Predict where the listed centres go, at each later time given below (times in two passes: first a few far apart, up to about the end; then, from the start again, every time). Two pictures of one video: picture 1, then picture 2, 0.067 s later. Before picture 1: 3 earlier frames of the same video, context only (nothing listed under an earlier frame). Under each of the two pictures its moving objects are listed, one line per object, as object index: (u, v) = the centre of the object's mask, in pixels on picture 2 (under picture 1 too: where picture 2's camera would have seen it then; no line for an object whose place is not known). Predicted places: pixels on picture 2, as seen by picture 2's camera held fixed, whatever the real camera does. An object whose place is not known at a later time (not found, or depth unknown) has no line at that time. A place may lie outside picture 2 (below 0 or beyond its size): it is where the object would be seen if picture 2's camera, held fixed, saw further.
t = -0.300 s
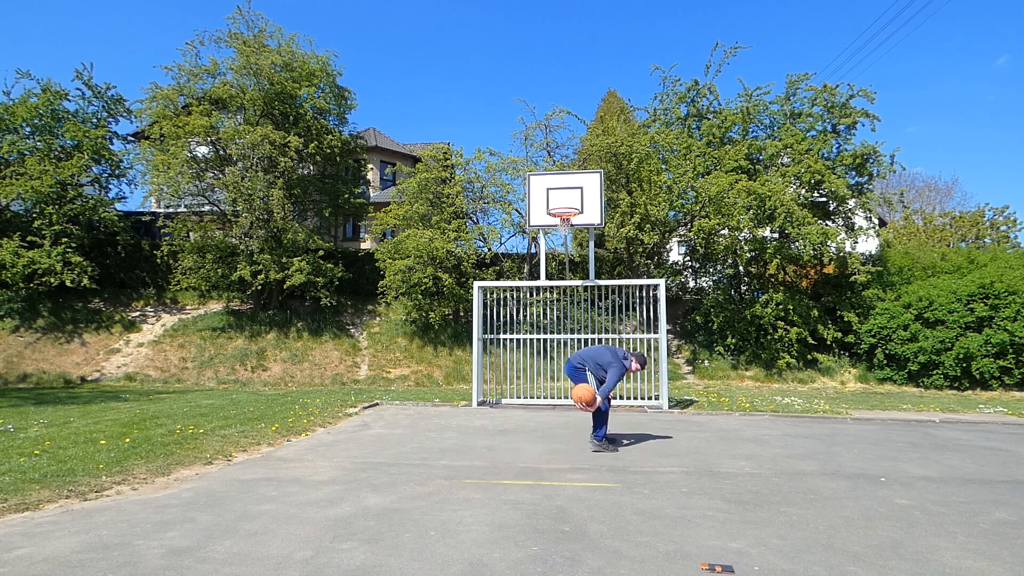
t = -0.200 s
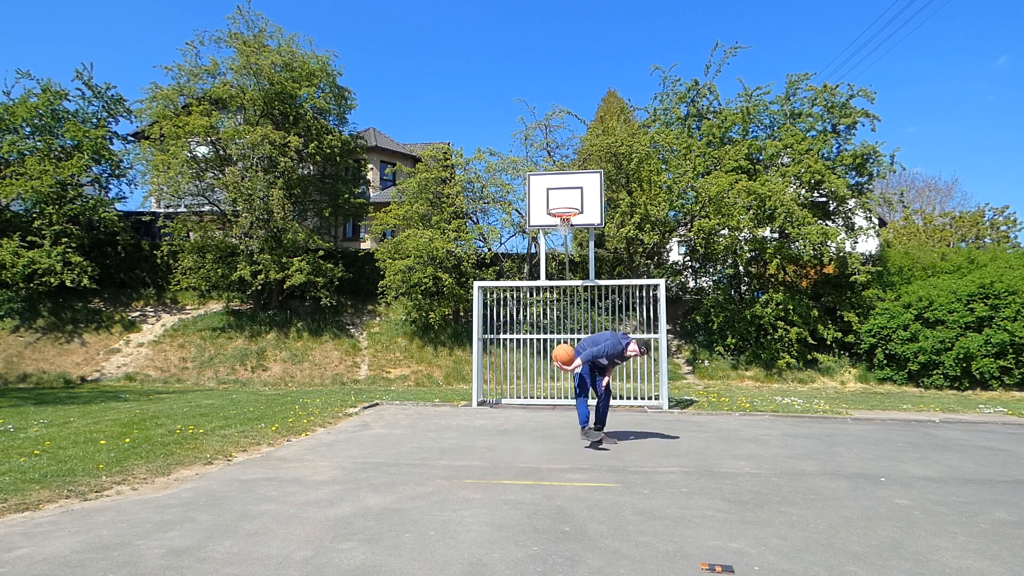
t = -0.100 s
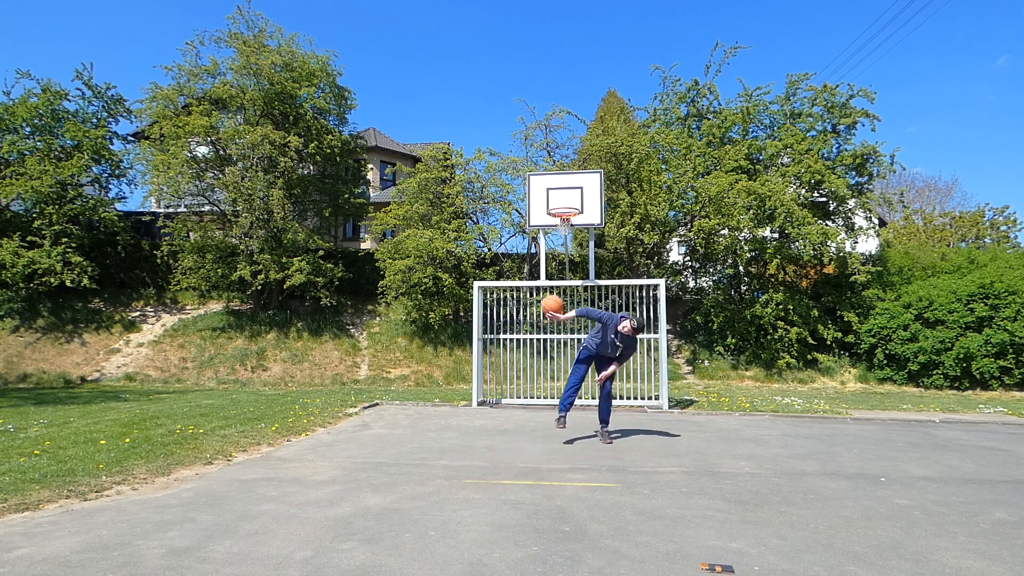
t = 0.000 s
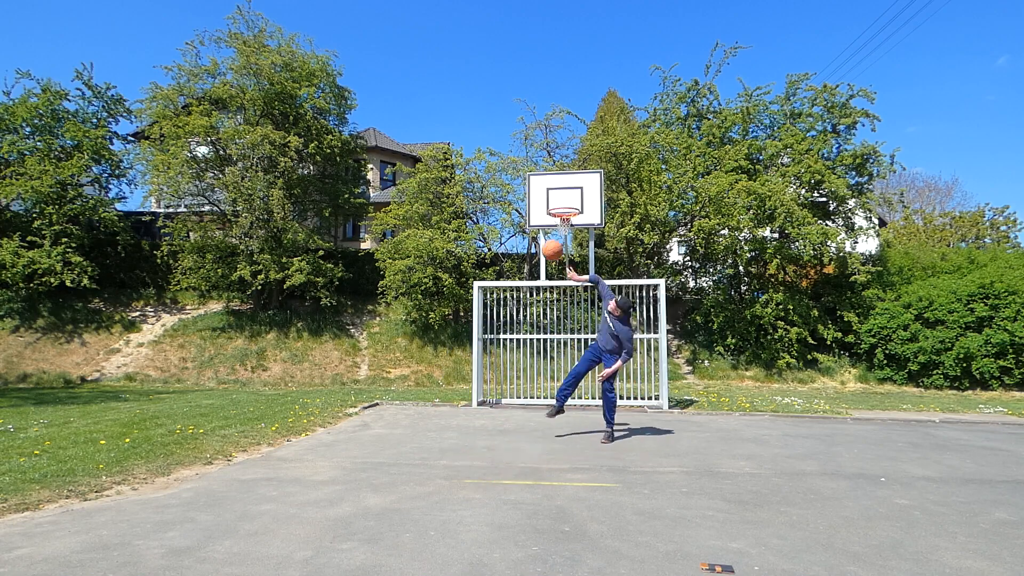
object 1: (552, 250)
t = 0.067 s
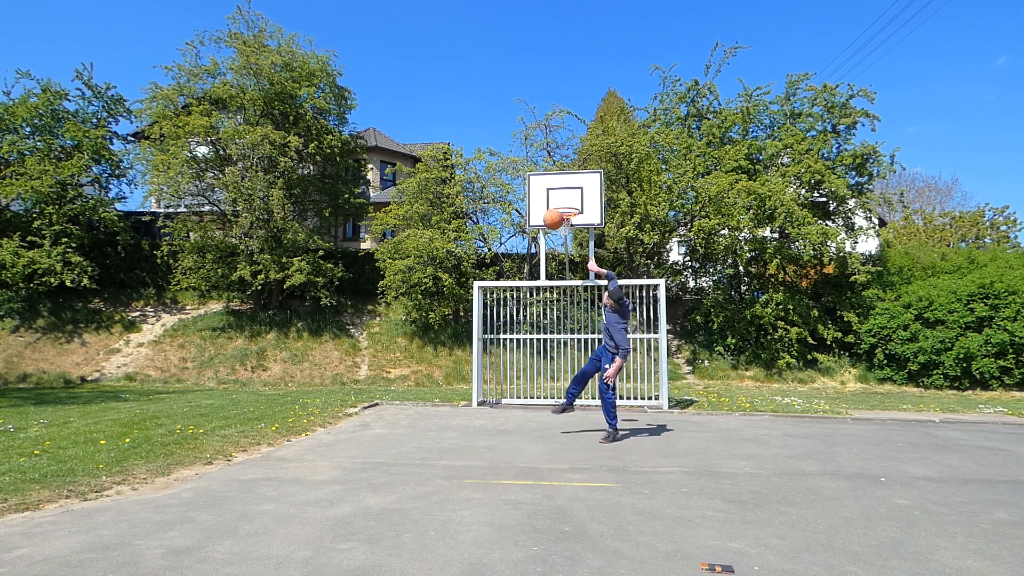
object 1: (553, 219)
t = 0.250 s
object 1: (555, 160)
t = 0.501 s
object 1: (558, 129)
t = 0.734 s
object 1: (560, 141)
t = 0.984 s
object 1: (562, 192)
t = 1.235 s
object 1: (571, 207)
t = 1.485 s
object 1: (558, 203)
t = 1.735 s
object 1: (564, 220)
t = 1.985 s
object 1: (562, 221)
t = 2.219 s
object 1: (562, 225)
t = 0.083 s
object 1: (553, 212)
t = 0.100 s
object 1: (553, 206)
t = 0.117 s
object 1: (554, 199)
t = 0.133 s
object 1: (554, 194)
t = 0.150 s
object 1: (554, 188)
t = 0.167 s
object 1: (554, 182)
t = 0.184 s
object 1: (555, 177)
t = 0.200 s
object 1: (555, 172)
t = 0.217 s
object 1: (555, 168)
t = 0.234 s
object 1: (555, 163)
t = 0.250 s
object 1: (555, 160)
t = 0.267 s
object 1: (555, 156)
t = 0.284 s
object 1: (556, 153)
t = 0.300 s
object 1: (556, 149)
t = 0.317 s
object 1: (556, 146)
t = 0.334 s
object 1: (556, 144)
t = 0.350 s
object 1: (556, 141)
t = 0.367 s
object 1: (556, 139)
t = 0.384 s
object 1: (557, 137)
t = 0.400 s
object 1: (557, 135)
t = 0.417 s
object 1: (557, 134)
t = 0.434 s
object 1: (557, 132)
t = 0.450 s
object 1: (557, 131)
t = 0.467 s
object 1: (557, 130)
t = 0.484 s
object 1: (558, 129)
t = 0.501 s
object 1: (558, 129)
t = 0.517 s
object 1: (558, 128)
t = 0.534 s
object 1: (558, 128)
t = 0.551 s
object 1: (558, 128)
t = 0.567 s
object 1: (558, 129)
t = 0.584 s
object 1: (558, 129)
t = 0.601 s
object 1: (558, 130)
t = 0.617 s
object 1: (559, 131)
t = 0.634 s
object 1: (559, 132)
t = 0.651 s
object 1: (559, 133)
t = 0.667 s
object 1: (559, 134)
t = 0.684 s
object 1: (559, 136)
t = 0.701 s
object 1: (559, 137)
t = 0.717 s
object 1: (559, 139)
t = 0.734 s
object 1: (560, 141)
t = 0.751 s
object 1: (560, 143)
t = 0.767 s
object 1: (560, 146)
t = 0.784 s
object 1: (560, 148)
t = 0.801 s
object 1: (561, 151)
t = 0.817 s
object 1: (561, 154)
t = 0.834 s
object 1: (561, 157)
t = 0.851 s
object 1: (561, 160)
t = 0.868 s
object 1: (561, 163)
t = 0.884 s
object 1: (561, 167)
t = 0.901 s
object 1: (561, 170)
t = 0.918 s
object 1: (561, 175)
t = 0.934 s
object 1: (561, 179)
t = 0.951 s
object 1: (561, 183)
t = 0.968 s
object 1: (562, 187)
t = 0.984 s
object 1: (562, 192)
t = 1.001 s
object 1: (562, 196)
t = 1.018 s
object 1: (562, 201)
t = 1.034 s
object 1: (562, 202)
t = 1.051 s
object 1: (561, 202)
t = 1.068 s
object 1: (561, 203)
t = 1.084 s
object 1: (560, 206)
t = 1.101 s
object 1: (559, 207)
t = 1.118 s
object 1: (559, 210)
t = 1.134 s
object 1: (559, 211)
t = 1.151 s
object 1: (561, 209)
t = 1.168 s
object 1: (563, 209)
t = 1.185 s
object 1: (565, 208)
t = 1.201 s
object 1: (567, 207)
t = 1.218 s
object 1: (569, 207)
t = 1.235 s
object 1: (571, 207)
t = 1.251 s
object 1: (571, 206)
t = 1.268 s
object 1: (570, 205)
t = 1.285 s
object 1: (570, 204)
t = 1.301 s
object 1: (568, 202)
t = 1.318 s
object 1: (567, 202)
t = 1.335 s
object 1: (566, 201)
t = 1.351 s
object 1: (565, 201)
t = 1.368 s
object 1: (564, 201)
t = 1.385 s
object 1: (563, 201)
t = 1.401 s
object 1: (562, 201)
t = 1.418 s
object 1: (561, 201)
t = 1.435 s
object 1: (560, 202)
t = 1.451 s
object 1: (559, 202)
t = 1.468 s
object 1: (558, 203)
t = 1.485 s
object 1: (558, 203)
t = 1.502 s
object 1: (558, 203)
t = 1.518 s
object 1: (558, 203)
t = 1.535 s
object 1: (558, 203)
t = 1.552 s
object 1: (558, 204)
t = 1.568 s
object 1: (558, 209)
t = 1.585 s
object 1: (558, 210)
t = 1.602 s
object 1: (558, 211)
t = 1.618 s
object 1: (558, 213)
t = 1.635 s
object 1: (559, 214)
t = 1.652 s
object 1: (560, 215)
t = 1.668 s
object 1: (561, 216)
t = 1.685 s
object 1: (562, 217)
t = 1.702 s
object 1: (562, 217)
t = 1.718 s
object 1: (563, 219)
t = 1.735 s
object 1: (564, 220)
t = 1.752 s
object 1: (565, 221)
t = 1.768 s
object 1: (567, 221)
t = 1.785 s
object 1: (567, 221)
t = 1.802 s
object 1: (567, 221)
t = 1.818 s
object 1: (568, 220)
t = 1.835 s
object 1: (567, 222)
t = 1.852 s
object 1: (567, 223)
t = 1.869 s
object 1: (567, 223)
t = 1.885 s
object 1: (566, 222)
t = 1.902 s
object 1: (565, 222)
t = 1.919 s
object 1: (565, 222)
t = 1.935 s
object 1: (564, 222)
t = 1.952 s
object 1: (563, 222)
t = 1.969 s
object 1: (562, 221)
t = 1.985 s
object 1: (562, 221)
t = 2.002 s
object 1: (560, 221)
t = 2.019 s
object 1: (560, 221)
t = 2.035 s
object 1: (559, 222)
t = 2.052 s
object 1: (559, 222)
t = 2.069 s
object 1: (559, 222)
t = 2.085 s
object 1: (559, 222)
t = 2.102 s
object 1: (559, 222)
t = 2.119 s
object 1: (559, 223)
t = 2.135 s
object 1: (559, 223)
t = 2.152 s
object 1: (560, 223)
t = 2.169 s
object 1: (560, 224)
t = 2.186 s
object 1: (561, 224)
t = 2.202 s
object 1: (561, 225)
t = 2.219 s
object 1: (562, 225)
